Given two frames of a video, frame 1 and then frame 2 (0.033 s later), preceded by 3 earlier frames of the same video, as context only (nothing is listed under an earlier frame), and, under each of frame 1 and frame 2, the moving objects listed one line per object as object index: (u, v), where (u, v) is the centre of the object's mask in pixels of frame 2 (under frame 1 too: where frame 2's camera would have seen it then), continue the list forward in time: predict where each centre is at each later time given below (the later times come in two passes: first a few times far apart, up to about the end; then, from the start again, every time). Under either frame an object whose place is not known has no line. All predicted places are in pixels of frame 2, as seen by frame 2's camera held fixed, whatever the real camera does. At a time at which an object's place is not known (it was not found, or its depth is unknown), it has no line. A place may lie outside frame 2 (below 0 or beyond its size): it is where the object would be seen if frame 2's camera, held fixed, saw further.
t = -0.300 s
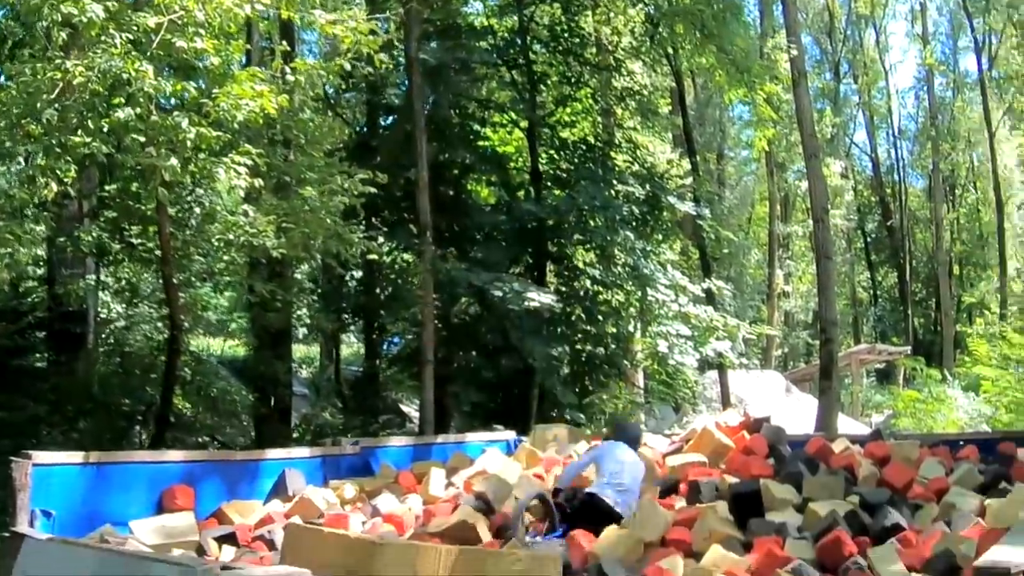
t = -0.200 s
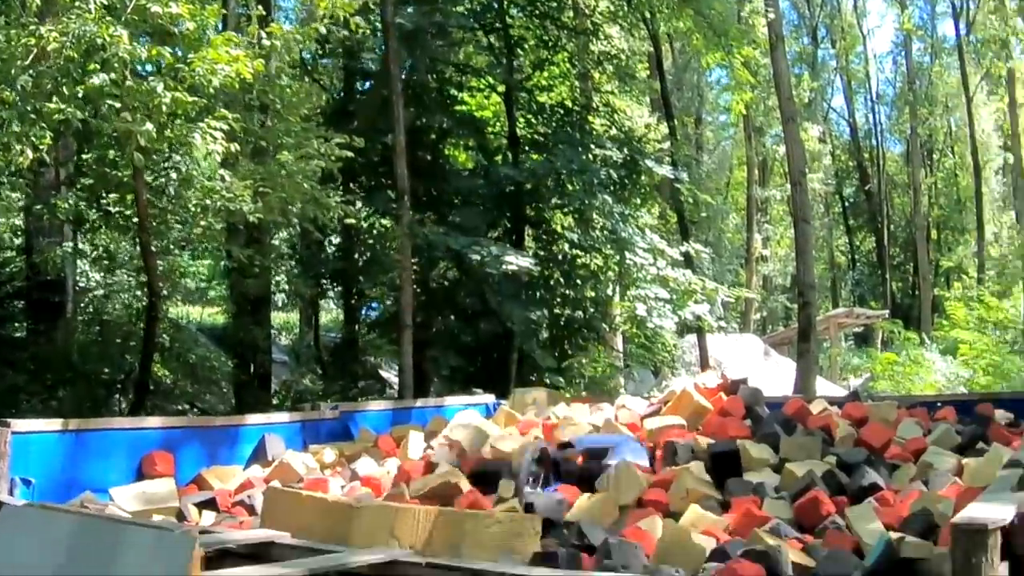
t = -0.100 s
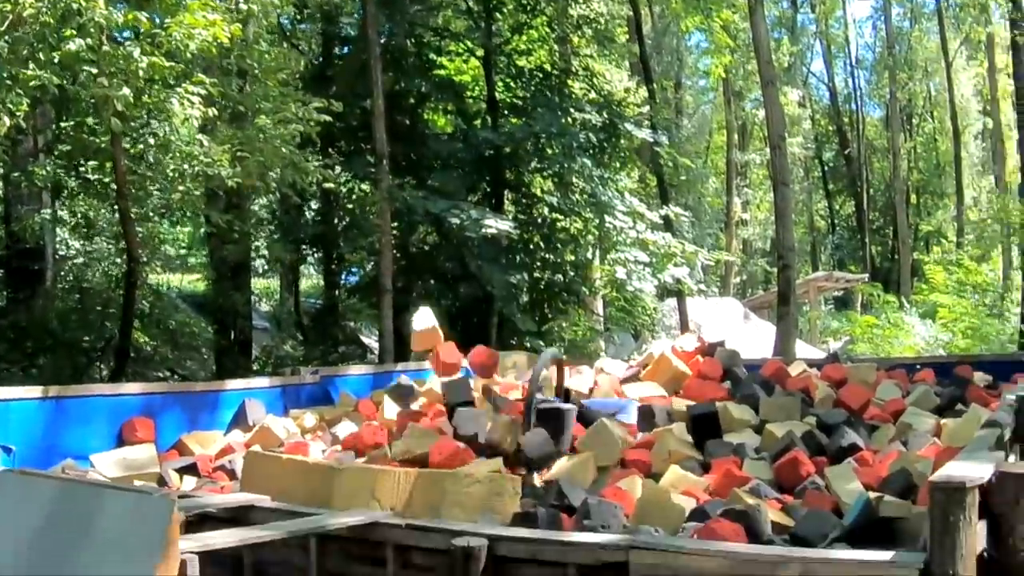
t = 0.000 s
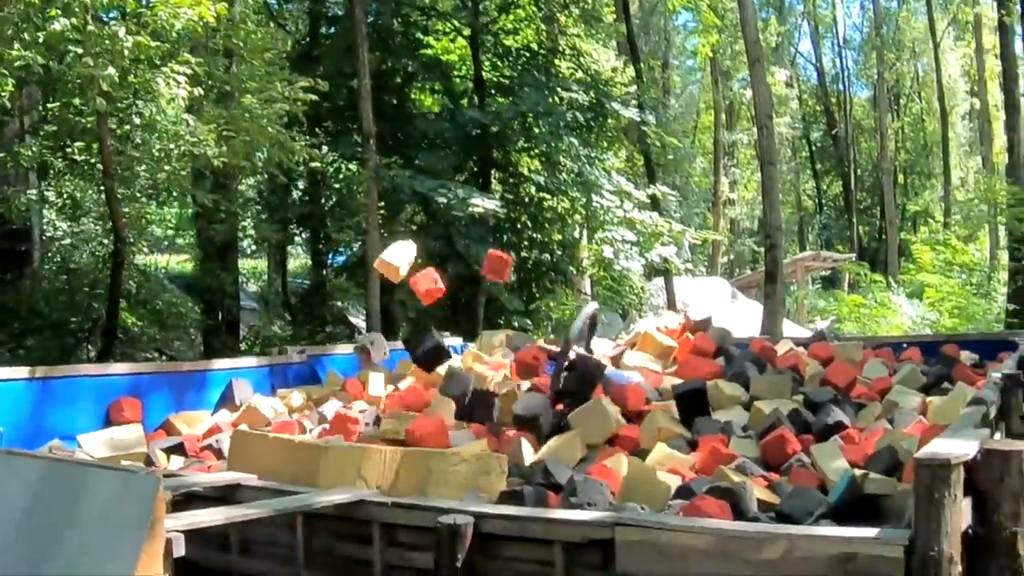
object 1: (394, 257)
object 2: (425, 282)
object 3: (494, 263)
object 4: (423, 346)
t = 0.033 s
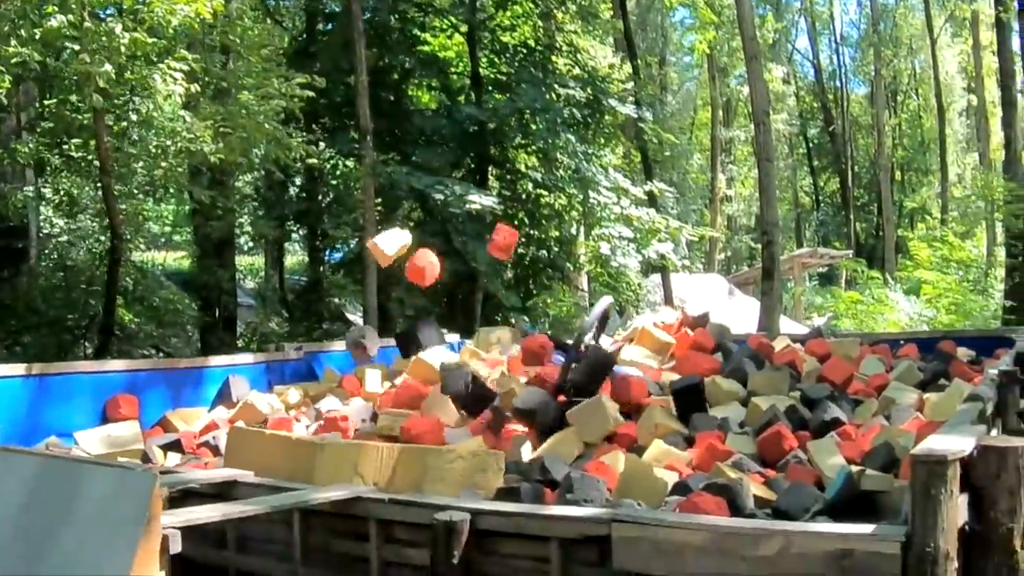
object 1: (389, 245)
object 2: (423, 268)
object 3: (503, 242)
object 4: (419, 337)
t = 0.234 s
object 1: (372, 206)
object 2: (413, 214)
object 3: (551, 158)
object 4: (384, 326)
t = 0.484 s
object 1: (362, 221)
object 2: (403, 217)
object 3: (604, 131)
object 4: (346, 391)
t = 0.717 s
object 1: (354, 282)
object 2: (397, 279)
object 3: (657, 171)
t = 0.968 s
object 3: (707, 273)
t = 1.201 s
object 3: (773, 330)
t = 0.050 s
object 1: (387, 240)
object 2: (422, 261)
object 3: (507, 232)
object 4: (416, 336)
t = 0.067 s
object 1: (386, 235)
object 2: (421, 255)
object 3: (511, 223)
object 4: (412, 330)
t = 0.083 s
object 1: (383, 231)
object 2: (420, 249)
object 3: (516, 214)
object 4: (408, 329)
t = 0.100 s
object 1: (382, 227)
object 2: (420, 244)
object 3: (519, 206)
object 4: (403, 324)
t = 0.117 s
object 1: (380, 222)
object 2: (419, 239)
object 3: (523, 198)
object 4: (401, 324)
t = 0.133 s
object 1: (378, 218)
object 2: (418, 233)
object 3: (527, 191)
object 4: (399, 323)
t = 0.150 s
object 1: (377, 214)
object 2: (417, 229)
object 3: (530, 185)
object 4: (396, 322)
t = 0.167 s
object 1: (376, 212)
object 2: (416, 226)
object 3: (535, 179)
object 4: (394, 323)
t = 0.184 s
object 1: (374, 210)
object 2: (415, 223)
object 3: (539, 173)
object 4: (392, 323)
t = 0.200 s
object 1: (374, 209)
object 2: (414, 220)
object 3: (544, 168)
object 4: (389, 325)
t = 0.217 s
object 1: (373, 207)
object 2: (413, 217)
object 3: (547, 162)
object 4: (386, 325)
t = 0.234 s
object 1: (372, 206)
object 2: (413, 214)
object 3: (551, 158)
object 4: (384, 326)
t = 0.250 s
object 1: (371, 206)
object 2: (412, 212)
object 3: (555, 153)
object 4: (382, 328)
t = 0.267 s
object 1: (370, 206)
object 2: (411, 211)
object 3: (558, 150)
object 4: (378, 331)
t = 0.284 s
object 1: (369, 205)
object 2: (410, 210)
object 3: (562, 146)
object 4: (375, 333)
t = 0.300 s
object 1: (368, 205)
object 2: (410, 209)
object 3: (566, 143)
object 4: (372, 334)
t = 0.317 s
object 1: (367, 206)
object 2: (409, 208)
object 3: (570, 141)
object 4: (371, 337)
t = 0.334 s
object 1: (366, 207)
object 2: (409, 208)
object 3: (573, 139)
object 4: (368, 341)
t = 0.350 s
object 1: (364, 207)
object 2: (408, 208)
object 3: (577, 137)
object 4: (365, 345)
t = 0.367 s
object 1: (364, 208)
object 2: (407, 208)
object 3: (581, 135)
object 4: (363, 349)
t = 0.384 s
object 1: (363, 208)
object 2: (407, 208)
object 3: (583, 133)
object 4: (360, 354)
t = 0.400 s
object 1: (363, 210)
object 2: (406, 210)
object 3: (590, 131)
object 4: (358, 360)
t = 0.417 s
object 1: (363, 211)
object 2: (406, 211)
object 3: (592, 131)
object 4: (355, 365)
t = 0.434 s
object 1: (363, 213)
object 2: (405, 212)
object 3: (595, 131)
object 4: (352, 371)
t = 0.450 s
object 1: (362, 215)
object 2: (404, 213)
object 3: (599, 131)
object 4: (350, 378)
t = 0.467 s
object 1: (362, 218)
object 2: (404, 215)
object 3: (602, 131)
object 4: (346, 385)
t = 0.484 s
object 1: (362, 221)
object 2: (403, 217)
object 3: (604, 131)
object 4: (346, 391)
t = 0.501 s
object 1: (362, 224)
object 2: (403, 220)
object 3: (610, 132)
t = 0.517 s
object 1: (361, 228)
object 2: (401, 223)
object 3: (613, 133)
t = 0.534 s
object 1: (361, 231)
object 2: (401, 226)
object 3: (616, 134)
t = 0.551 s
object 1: (360, 235)
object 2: (401, 229)
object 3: (620, 137)
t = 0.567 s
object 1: (360, 239)
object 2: (400, 233)
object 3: (624, 138)
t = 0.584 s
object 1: (359, 244)
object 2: (399, 237)
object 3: (627, 141)
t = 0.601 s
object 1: (358, 248)
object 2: (399, 241)
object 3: (631, 144)
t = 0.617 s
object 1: (358, 253)
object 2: (399, 246)
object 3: (634, 148)
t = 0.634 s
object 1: (357, 257)
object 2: (398, 251)
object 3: (638, 150)
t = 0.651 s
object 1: (357, 261)
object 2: (398, 257)
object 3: (642, 154)
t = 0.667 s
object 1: (356, 266)
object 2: (398, 262)
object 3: (645, 158)
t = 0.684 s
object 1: (355, 271)
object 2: (397, 268)
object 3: (649, 162)
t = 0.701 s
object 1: (354, 276)
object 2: (397, 273)
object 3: (653, 166)
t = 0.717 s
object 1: (354, 282)
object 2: (397, 279)
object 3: (657, 171)
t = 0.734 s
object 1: (353, 287)
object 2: (396, 285)
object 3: (660, 175)
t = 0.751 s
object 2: (396, 292)
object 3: (663, 181)
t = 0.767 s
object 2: (395, 299)
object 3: (668, 187)
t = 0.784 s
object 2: (396, 306)
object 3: (672, 193)
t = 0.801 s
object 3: (675, 200)
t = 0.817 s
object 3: (678, 206)
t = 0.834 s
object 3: (681, 212)
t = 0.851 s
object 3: (684, 218)
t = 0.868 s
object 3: (687, 225)
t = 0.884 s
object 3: (691, 233)
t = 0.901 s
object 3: (694, 242)
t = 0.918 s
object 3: (698, 249)
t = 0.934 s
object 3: (701, 257)
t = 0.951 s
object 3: (704, 264)
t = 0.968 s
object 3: (707, 273)
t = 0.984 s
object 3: (711, 283)
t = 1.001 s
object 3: (714, 291)
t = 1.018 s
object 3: (717, 302)
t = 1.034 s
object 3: (720, 312)
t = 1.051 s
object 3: (723, 317)
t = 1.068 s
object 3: (729, 319)
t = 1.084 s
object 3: (735, 321)
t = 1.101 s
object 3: (740, 322)
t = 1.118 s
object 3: (746, 324)
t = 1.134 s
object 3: (751, 325)
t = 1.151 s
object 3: (758, 326)
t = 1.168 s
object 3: (763, 327)
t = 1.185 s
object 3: (768, 328)
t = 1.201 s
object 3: (773, 330)
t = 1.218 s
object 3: (778, 333)
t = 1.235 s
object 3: (782, 335)
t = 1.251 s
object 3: (788, 336)
